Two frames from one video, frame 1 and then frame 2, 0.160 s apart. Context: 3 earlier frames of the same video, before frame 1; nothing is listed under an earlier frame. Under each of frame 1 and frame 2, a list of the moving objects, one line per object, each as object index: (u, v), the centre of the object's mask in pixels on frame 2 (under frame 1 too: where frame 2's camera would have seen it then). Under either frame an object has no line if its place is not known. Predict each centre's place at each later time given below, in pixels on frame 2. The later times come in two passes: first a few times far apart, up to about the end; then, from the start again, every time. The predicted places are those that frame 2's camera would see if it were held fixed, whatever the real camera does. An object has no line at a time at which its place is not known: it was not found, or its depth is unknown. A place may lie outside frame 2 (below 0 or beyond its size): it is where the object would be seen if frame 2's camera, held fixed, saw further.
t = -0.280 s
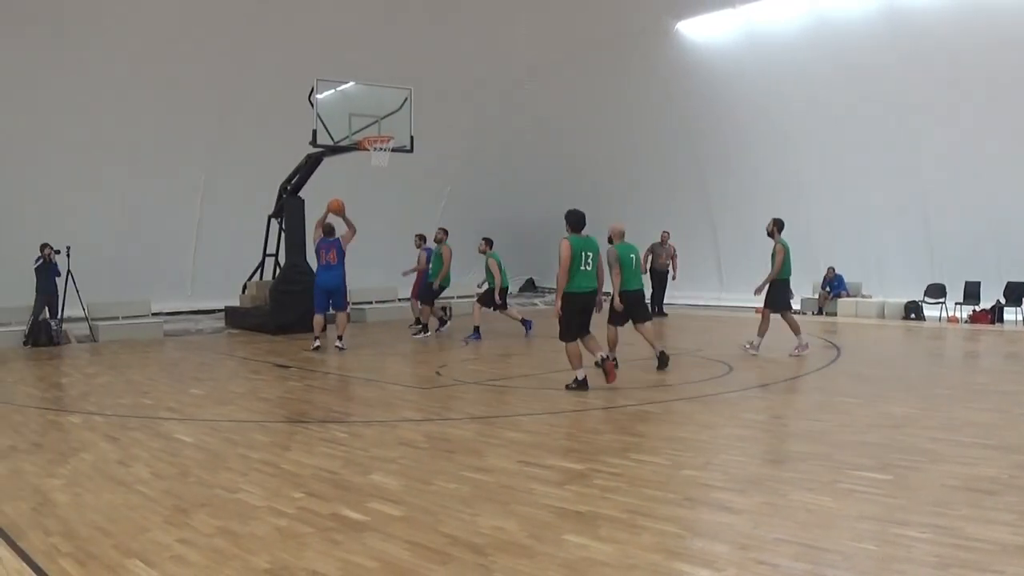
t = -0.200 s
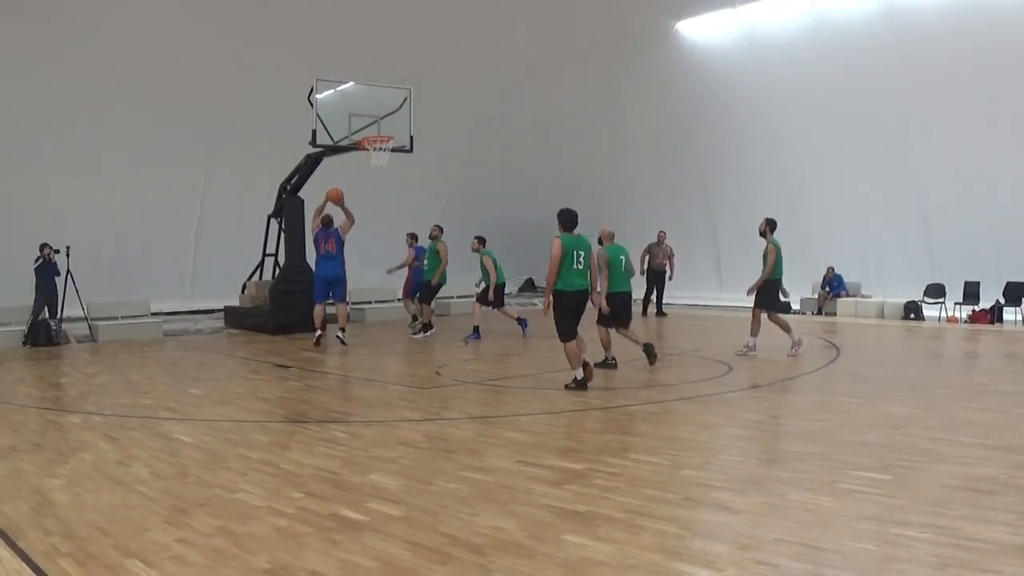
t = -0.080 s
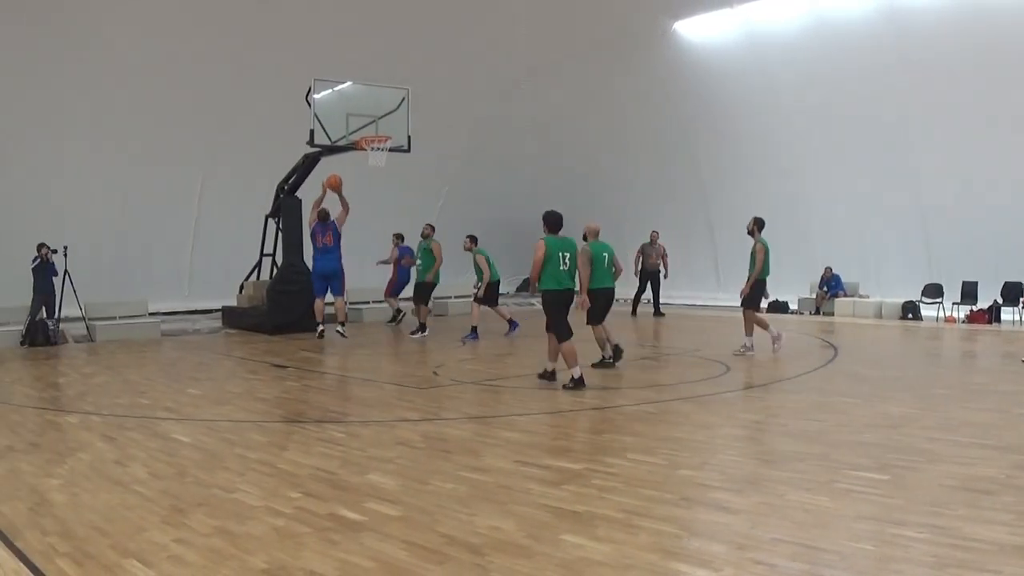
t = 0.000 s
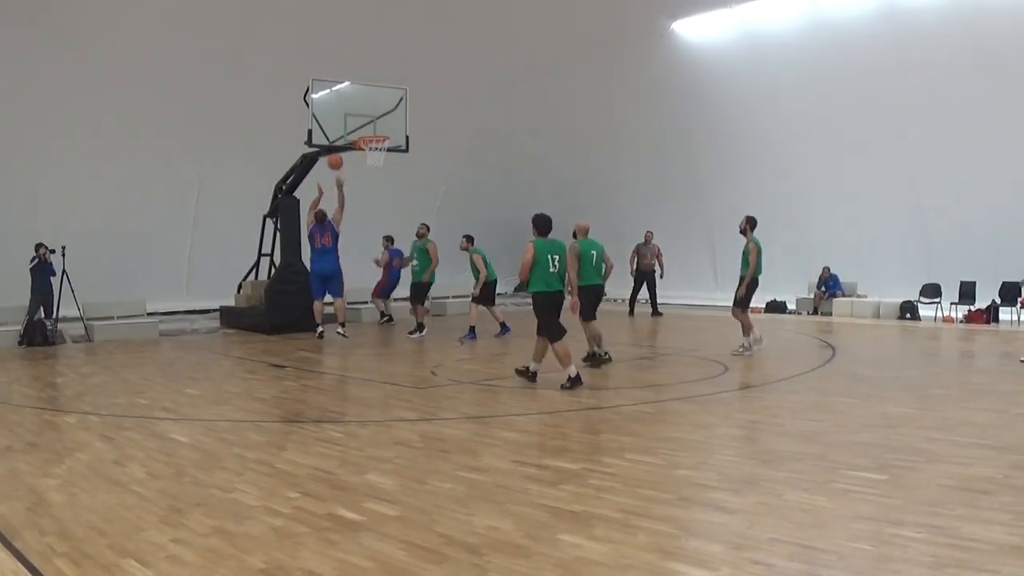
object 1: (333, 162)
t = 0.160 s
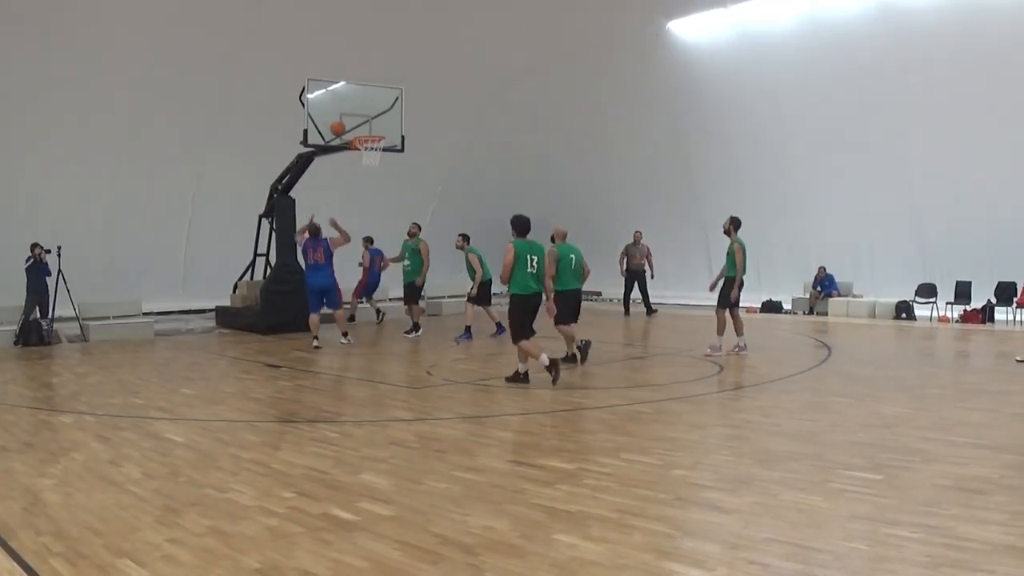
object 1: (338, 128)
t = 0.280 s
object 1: (348, 121)
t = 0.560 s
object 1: (367, 138)
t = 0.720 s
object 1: (351, 165)
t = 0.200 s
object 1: (341, 124)
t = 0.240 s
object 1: (344, 122)
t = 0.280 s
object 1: (348, 121)
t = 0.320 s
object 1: (351, 121)
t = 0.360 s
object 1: (354, 122)
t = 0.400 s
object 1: (357, 123)
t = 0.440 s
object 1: (361, 126)
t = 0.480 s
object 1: (365, 130)
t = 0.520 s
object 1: (368, 135)
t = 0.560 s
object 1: (367, 138)
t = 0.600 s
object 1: (363, 147)
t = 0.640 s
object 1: (358, 154)
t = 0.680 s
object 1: (354, 160)
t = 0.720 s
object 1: (351, 165)
